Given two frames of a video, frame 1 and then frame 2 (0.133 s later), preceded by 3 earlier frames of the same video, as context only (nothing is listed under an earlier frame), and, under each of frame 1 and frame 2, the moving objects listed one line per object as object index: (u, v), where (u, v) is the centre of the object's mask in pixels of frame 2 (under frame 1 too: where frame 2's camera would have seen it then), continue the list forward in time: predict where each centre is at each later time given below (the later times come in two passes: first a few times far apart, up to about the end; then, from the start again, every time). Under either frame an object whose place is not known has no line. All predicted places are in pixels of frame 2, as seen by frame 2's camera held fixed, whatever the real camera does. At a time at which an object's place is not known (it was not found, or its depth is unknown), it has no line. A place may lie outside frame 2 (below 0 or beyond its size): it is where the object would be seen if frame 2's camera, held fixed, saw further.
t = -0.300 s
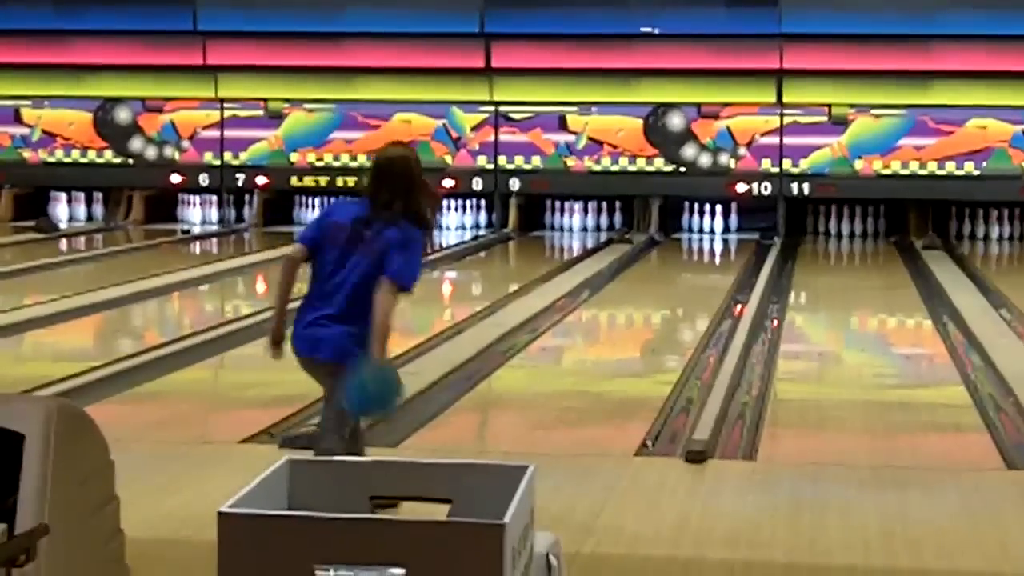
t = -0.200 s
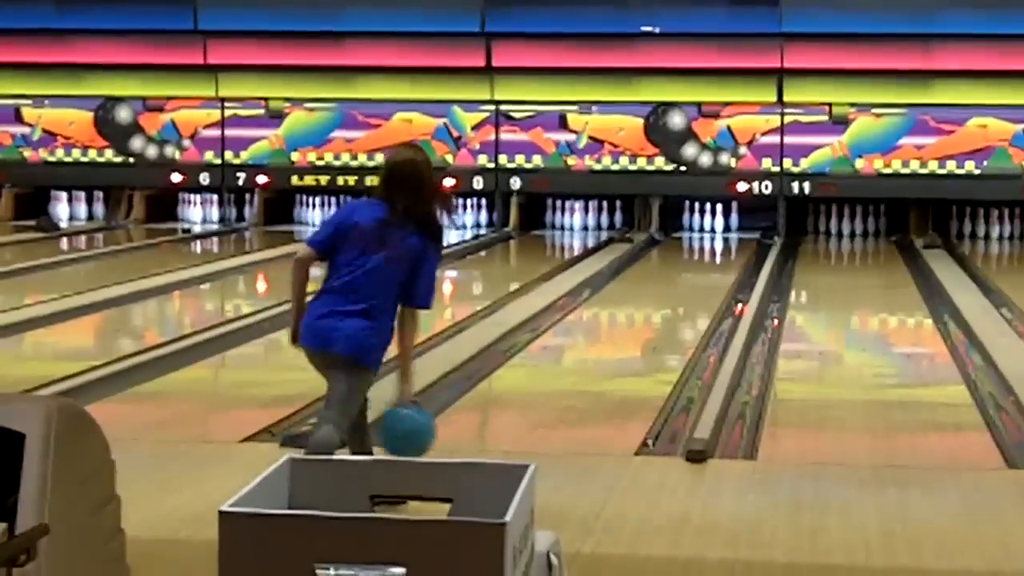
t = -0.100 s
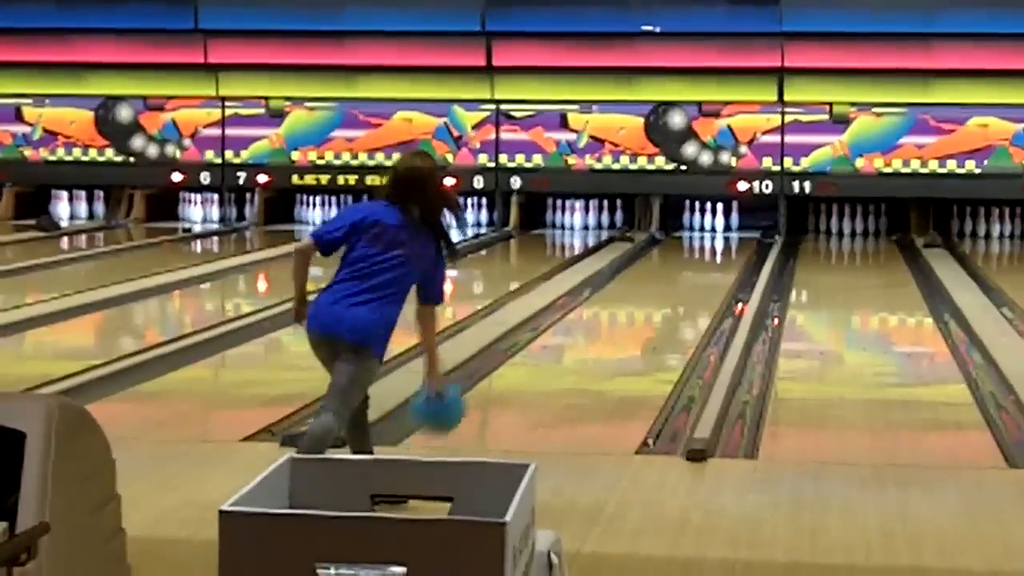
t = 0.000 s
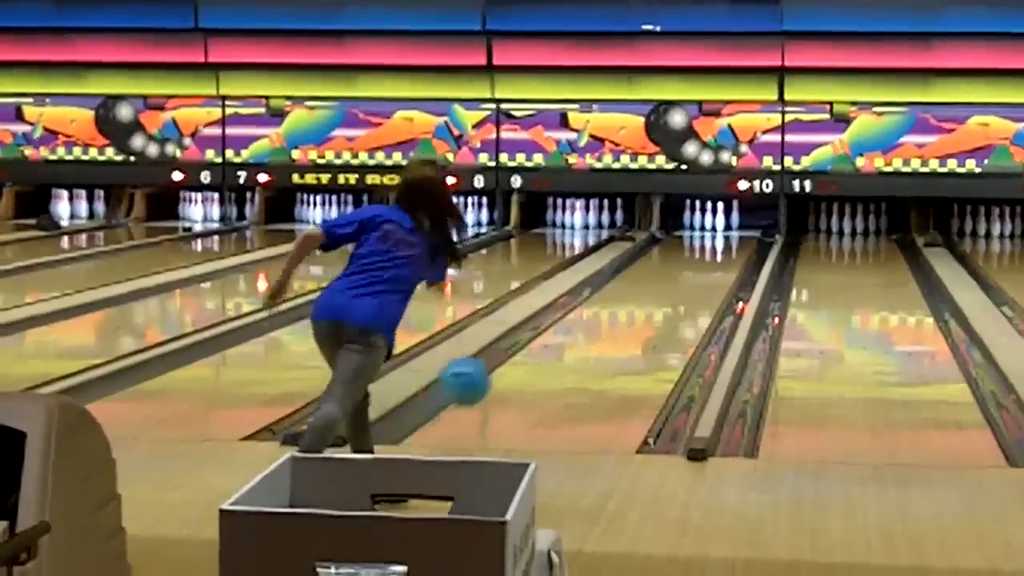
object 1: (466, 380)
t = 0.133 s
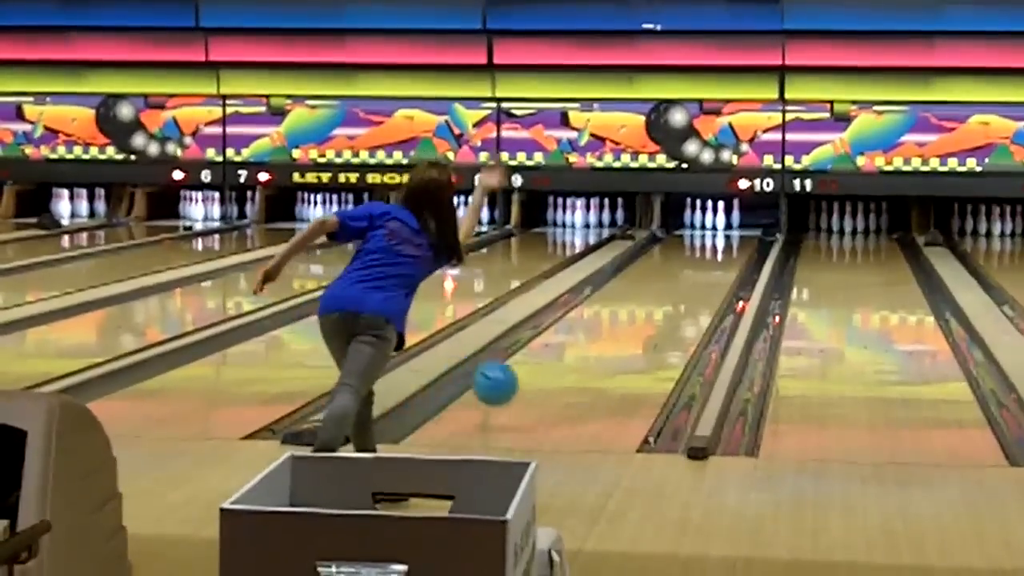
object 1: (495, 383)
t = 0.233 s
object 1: (514, 391)
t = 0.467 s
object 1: (551, 358)
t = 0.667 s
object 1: (576, 334)
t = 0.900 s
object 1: (601, 313)
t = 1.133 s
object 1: (620, 295)
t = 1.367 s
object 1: (636, 280)
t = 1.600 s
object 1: (650, 268)
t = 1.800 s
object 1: (661, 258)
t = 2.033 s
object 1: (671, 248)
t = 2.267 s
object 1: (679, 242)
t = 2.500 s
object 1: (687, 234)
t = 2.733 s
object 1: (694, 230)
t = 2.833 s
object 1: (697, 228)
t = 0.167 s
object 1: (502, 389)
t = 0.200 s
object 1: (508, 396)
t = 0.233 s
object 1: (514, 391)
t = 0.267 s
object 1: (520, 385)
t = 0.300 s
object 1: (525, 382)
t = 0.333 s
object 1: (531, 377)
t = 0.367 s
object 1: (536, 371)
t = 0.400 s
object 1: (541, 367)
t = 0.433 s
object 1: (546, 362)
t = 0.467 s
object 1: (551, 358)
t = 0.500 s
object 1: (555, 354)
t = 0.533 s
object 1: (560, 350)
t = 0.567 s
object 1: (564, 346)
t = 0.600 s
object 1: (569, 341)
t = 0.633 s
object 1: (572, 339)
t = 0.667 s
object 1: (576, 334)
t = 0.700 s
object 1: (580, 331)
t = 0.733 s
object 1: (584, 327)
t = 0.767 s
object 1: (587, 325)
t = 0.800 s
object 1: (591, 321)
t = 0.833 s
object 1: (594, 318)
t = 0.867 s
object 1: (597, 316)
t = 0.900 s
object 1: (601, 313)
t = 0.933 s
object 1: (603, 310)
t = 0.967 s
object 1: (606, 307)
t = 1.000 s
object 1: (609, 304)
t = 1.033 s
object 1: (612, 302)
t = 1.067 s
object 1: (615, 300)
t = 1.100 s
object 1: (617, 298)
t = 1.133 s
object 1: (620, 295)
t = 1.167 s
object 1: (622, 292)
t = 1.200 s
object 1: (625, 290)
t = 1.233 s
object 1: (627, 288)
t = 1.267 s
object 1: (629, 286)
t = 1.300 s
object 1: (632, 284)
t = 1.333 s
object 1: (634, 282)
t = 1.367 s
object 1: (636, 280)
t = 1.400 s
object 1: (639, 278)
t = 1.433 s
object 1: (641, 276)
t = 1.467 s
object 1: (643, 274)
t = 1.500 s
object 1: (645, 272)
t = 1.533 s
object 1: (646, 271)
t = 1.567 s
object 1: (648, 269)
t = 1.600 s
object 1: (650, 268)
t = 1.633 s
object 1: (652, 266)
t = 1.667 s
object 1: (654, 264)
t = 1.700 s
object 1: (656, 263)
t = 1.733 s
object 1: (657, 261)
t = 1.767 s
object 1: (659, 259)
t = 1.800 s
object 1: (661, 258)
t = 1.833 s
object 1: (662, 256)
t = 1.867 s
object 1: (664, 255)
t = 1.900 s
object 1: (665, 253)
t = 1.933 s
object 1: (666, 252)
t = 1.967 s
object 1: (668, 250)
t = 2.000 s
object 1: (670, 250)
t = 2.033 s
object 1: (671, 248)
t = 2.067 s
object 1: (672, 247)
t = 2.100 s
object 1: (673, 246)
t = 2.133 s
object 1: (674, 245)
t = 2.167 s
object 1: (676, 244)
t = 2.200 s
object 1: (677, 244)
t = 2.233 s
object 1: (678, 242)
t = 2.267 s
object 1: (679, 242)
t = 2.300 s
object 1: (680, 240)
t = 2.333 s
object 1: (682, 239)
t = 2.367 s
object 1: (683, 239)
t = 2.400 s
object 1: (683, 237)
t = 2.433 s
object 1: (684, 236)
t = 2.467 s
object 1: (686, 235)
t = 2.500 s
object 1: (687, 234)
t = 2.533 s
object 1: (688, 234)
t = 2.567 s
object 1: (689, 233)
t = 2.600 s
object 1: (689, 233)
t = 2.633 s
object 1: (692, 232)
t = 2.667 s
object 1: (693, 231)
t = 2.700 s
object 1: (694, 230)
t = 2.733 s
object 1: (694, 230)
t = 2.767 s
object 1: (695, 229)
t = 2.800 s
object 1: (696, 229)
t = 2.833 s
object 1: (697, 228)
